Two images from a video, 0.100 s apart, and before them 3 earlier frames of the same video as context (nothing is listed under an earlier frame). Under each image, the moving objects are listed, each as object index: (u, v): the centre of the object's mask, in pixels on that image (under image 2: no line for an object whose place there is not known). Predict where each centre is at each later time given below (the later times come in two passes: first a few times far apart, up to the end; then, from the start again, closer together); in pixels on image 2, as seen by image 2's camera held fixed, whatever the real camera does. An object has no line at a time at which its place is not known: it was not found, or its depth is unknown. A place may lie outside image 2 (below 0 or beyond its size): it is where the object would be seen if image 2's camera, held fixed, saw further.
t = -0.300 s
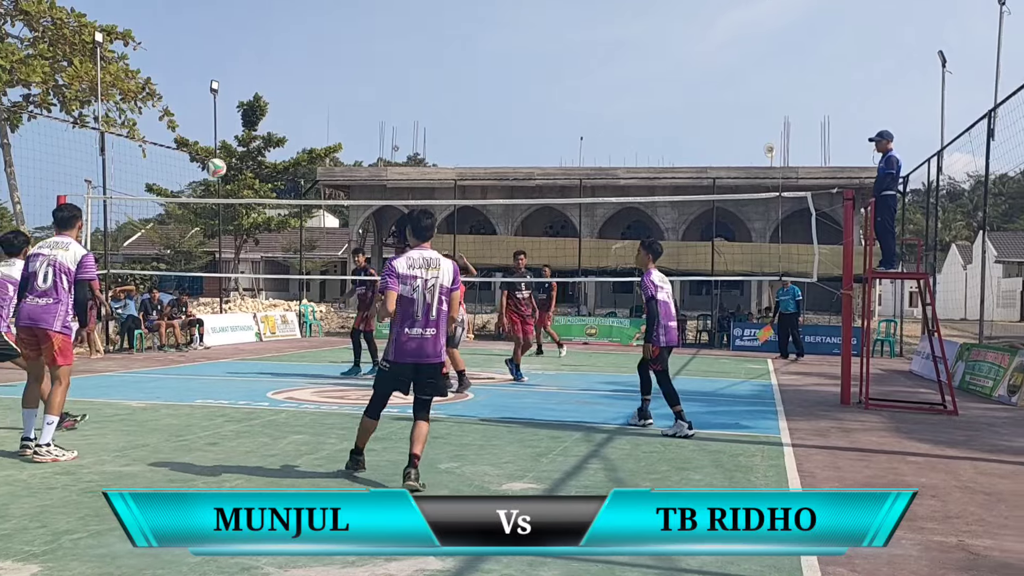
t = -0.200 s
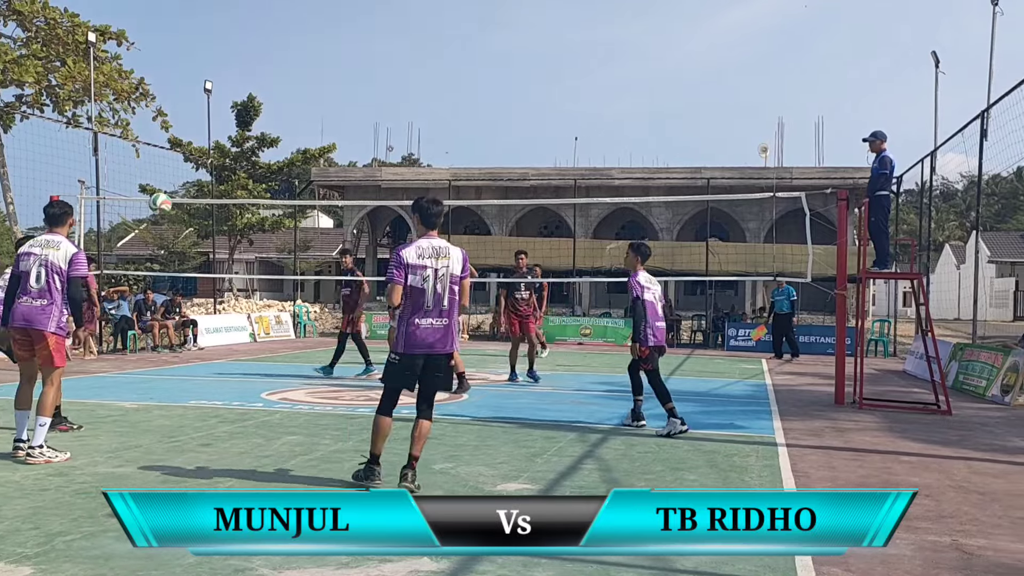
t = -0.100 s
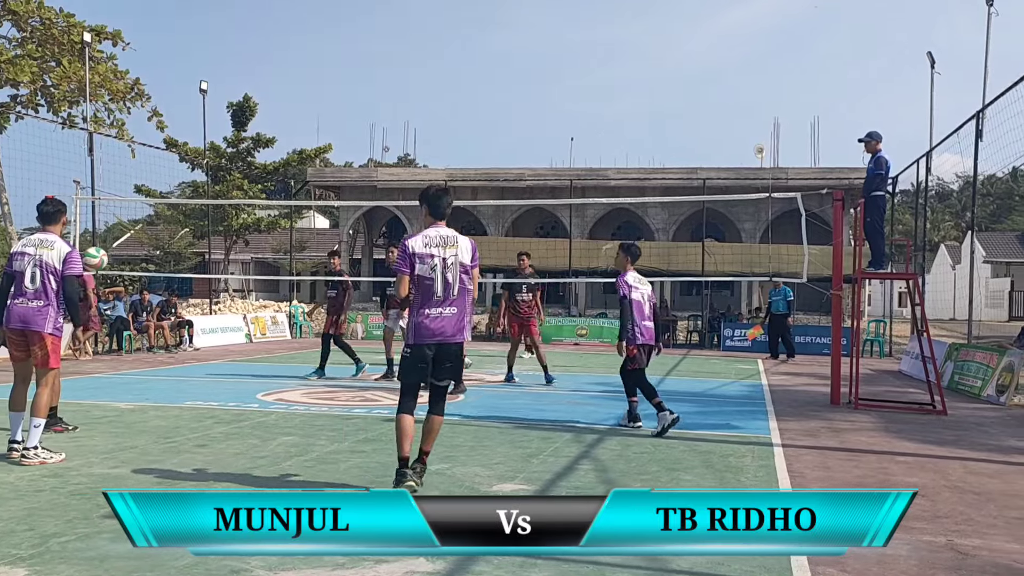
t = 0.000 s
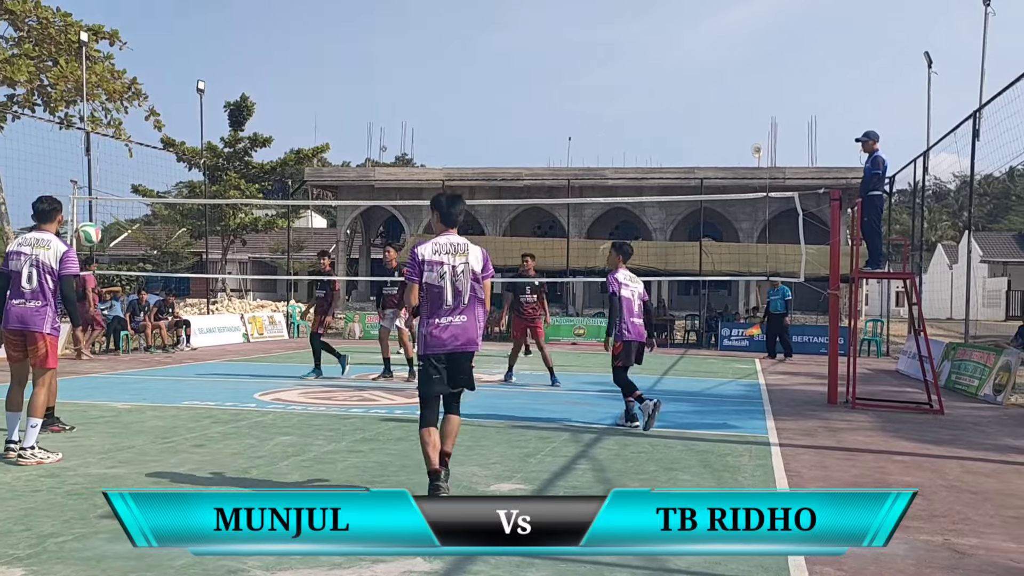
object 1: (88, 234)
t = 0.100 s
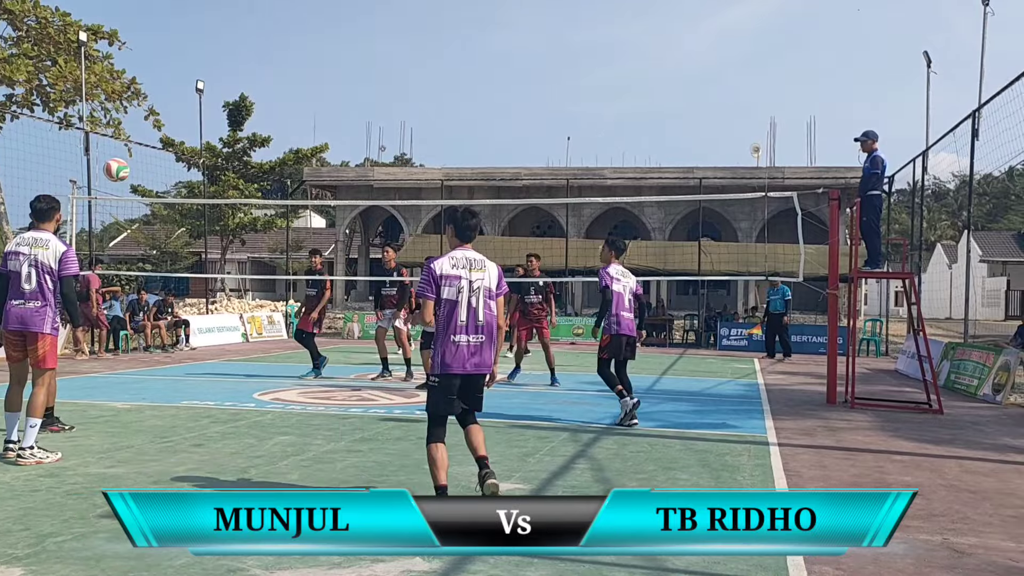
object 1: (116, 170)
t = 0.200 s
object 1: (144, 120)
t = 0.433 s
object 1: (204, 51)
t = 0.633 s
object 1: (249, 39)
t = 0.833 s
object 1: (289, 66)
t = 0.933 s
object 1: (308, 92)
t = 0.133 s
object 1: (126, 152)
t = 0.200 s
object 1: (144, 120)
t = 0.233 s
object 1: (154, 106)
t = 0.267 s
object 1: (162, 94)
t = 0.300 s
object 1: (171, 82)
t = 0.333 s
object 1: (179, 72)
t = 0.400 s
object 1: (196, 56)
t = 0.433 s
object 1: (204, 51)
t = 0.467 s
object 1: (211, 46)
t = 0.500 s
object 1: (219, 42)
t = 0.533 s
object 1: (227, 40)
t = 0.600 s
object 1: (242, 38)
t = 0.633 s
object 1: (249, 39)
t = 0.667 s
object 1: (256, 41)
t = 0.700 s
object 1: (262, 43)
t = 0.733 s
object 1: (269, 47)
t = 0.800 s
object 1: (283, 58)
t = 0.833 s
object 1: (289, 66)
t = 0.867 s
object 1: (295, 73)
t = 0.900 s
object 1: (301, 82)
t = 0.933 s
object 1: (308, 92)
